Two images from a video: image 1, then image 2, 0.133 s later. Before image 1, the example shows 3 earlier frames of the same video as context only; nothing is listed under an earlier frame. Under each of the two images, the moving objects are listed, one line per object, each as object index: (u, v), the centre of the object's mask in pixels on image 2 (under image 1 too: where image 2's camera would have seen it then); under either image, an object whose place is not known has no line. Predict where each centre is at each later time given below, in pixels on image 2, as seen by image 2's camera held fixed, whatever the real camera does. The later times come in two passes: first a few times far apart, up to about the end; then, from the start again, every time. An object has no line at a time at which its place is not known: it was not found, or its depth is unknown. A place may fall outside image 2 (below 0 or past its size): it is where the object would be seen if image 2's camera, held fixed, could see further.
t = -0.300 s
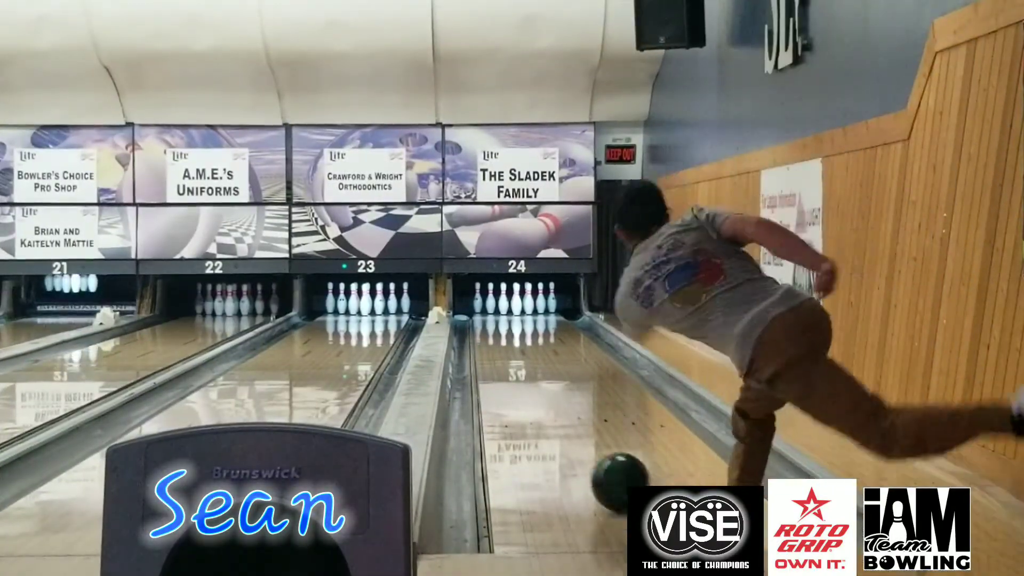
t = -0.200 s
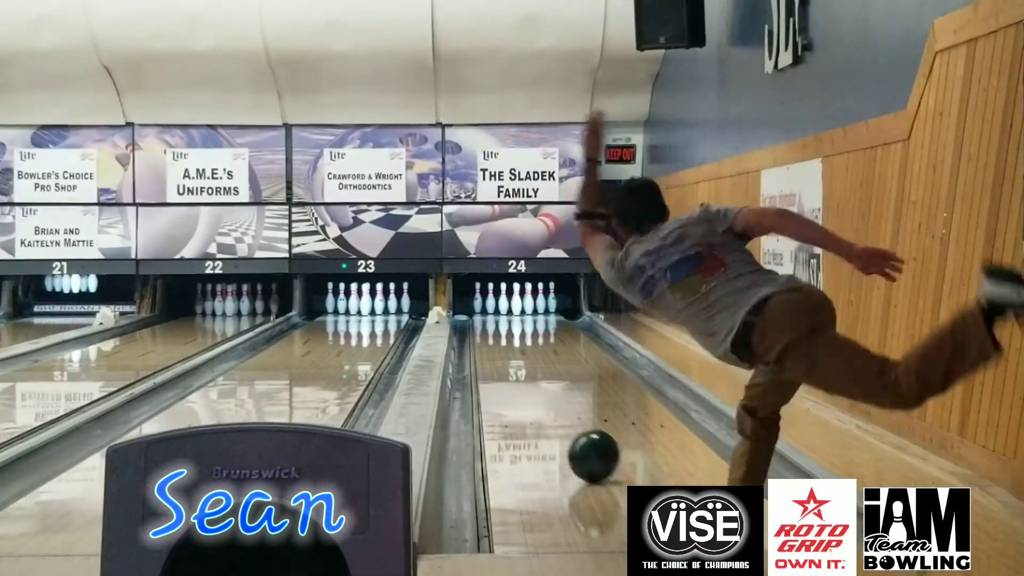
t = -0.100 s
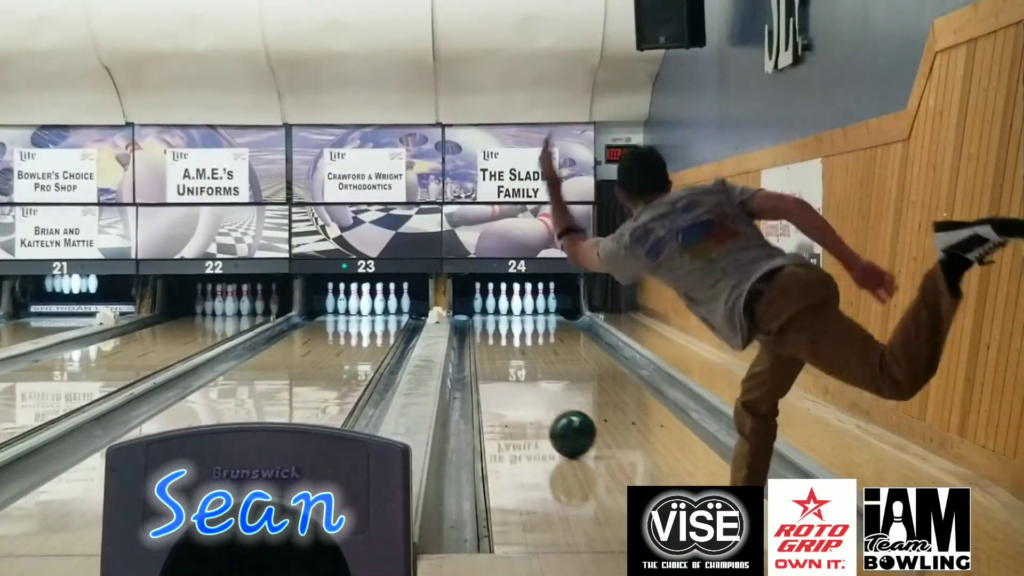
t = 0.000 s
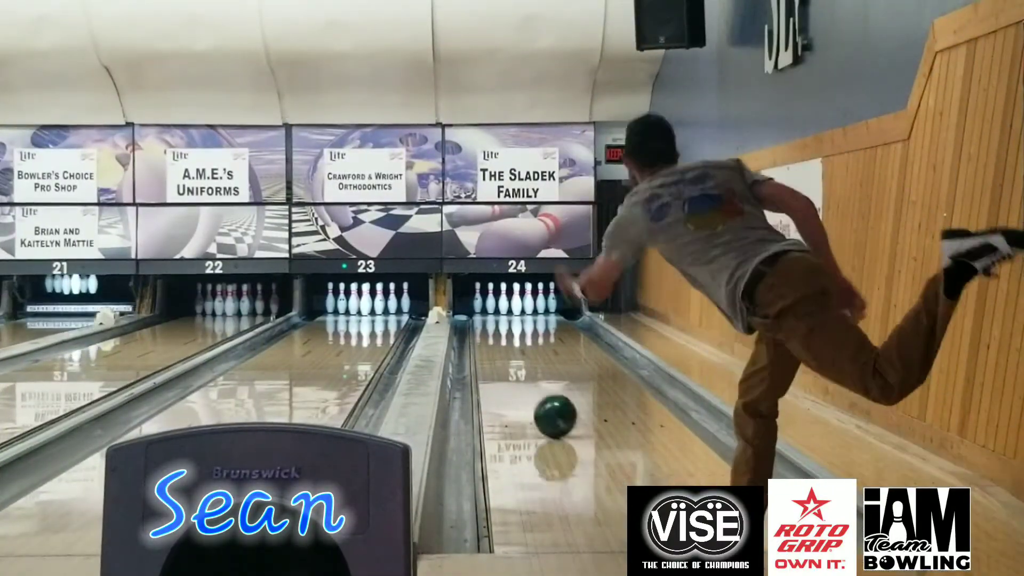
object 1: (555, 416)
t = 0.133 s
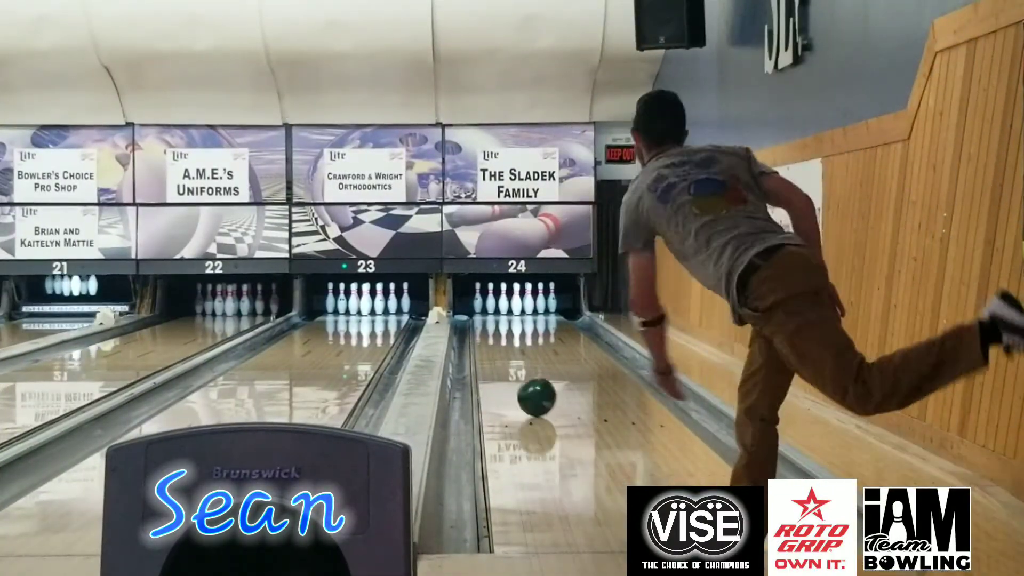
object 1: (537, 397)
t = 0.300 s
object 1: (519, 378)
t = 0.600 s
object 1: (497, 353)
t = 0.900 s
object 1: (485, 335)
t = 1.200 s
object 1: (480, 323)
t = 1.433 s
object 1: (485, 315)
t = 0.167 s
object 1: (533, 393)
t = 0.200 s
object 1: (529, 389)
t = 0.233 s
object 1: (526, 385)
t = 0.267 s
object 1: (522, 382)
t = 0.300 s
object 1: (519, 378)
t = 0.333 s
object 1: (516, 375)
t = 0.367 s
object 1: (513, 372)
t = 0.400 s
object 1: (510, 369)
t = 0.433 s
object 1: (507, 366)
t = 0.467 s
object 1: (505, 363)
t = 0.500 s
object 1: (503, 361)
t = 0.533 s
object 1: (501, 358)
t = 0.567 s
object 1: (498, 356)
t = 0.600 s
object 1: (497, 353)
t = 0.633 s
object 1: (495, 351)
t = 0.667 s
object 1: (493, 349)
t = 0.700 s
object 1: (492, 346)
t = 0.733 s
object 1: (490, 344)
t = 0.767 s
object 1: (489, 342)
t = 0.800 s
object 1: (488, 340)
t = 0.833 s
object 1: (487, 339)
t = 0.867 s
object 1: (486, 337)
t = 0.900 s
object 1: (485, 335)
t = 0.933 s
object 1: (484, 334)
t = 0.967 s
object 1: (483, 332)
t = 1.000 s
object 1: (482, 331)
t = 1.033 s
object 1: (482, 329)
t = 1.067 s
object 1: (481, 327)
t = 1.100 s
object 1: (481, 326)
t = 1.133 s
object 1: (480, 325)
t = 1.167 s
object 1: (480, 324)
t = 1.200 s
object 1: (480, 323)
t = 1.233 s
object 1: (481, 322)
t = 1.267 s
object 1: (481, 320)
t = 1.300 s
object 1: (481, 319)
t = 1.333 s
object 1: (482, 318)
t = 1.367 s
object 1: (483, 317)
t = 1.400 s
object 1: (484, 316)
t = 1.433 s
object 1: (485, 315)
